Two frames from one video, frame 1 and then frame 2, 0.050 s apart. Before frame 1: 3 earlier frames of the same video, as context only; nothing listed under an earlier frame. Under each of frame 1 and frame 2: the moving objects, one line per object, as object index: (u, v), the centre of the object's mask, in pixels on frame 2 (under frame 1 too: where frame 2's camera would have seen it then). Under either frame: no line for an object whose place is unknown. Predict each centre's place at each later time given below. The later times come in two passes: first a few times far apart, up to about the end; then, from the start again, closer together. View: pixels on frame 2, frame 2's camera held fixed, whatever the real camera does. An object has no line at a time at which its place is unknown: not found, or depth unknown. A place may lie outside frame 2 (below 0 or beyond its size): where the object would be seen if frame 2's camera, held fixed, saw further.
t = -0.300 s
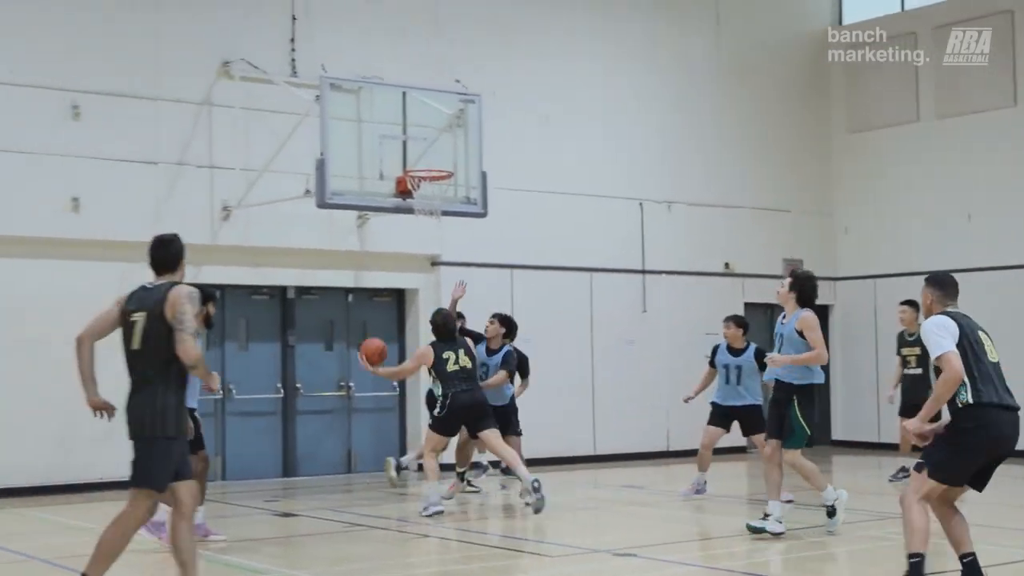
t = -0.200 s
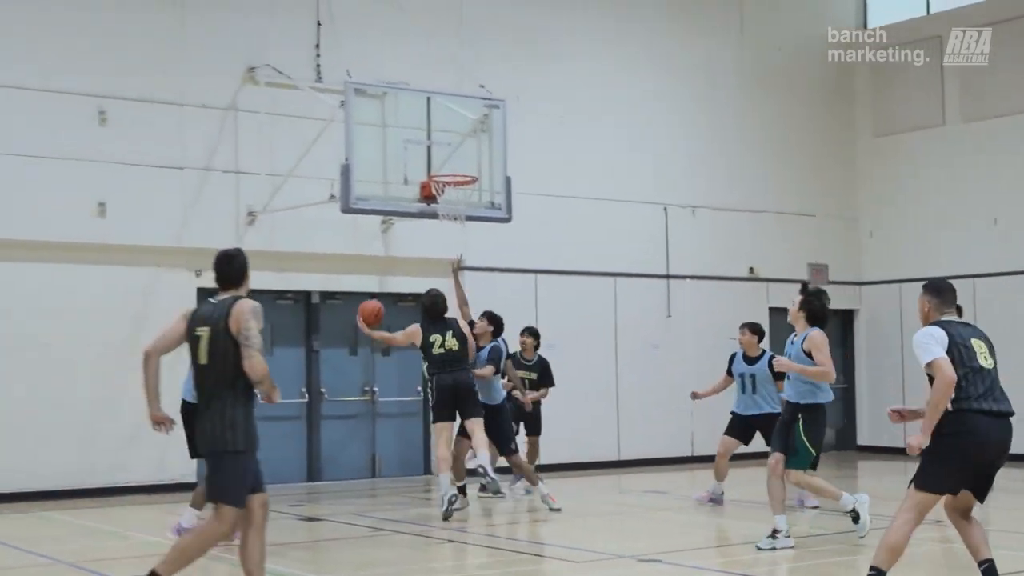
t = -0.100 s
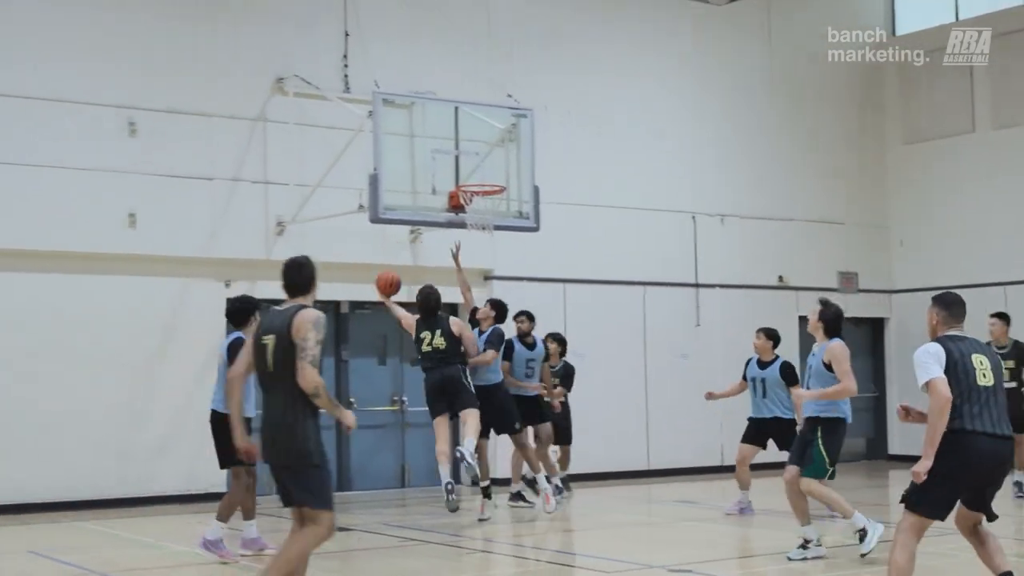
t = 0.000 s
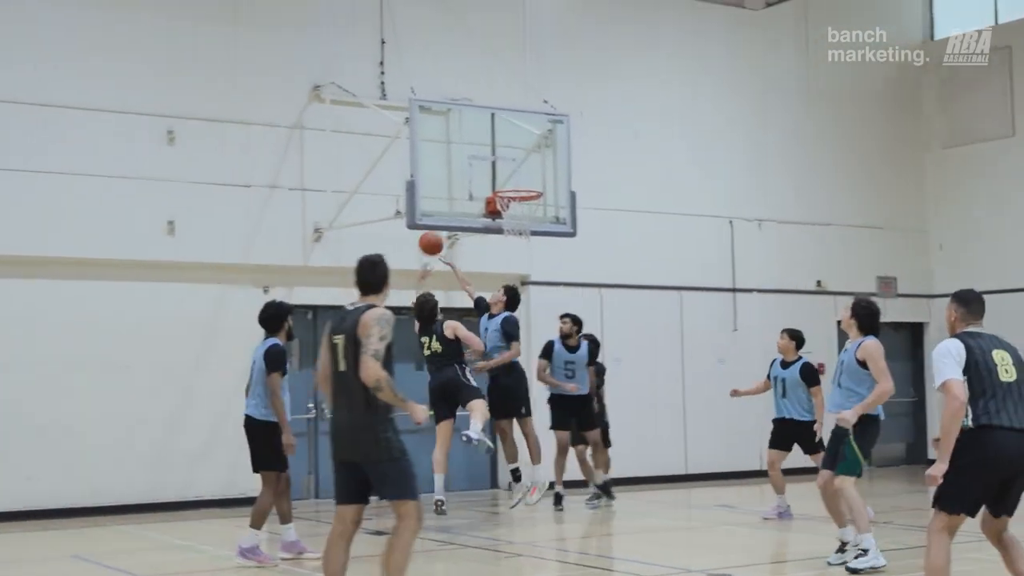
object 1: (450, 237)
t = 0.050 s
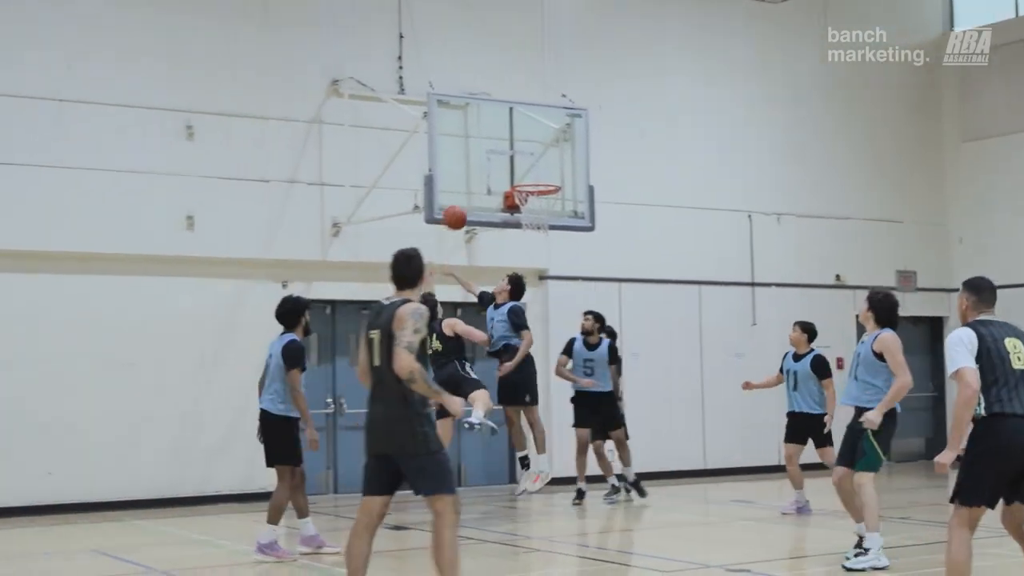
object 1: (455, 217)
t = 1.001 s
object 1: (544, 176)
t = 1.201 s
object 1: (537, 191)
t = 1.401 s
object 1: (529, 210)
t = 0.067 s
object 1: (456, 212)
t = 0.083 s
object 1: (458, 205)
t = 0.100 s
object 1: (459, 200)
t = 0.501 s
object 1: (503, 154)
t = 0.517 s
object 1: (505, 156)
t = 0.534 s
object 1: (507, 158)
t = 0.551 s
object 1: (508, 160)
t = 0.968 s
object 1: (541, 173)
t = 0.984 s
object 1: (542, 175)
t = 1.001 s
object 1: (544, 176)
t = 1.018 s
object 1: (545, 178)
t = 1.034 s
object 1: (544, 178)
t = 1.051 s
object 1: (543, 178)
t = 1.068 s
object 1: (543, 178)
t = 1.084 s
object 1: (542, 178)
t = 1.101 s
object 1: (541, 178)
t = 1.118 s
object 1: (541, 178)
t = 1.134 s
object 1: (540, 179)
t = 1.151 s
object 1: (539, 185)
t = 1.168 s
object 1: (539, 187)
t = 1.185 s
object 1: (538, 189)
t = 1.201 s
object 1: (537, 191)
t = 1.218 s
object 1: (537, 194)
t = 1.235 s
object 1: (536, 197)
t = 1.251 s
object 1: (535, 199)
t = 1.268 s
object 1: (534, 201)
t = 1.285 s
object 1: (533, 202)
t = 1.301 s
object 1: (532, 204)
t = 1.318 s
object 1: (531, 204)
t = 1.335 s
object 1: (530, 205)
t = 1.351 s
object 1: (530, 207)
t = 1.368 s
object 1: (530, 208)
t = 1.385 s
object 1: (530, 209)
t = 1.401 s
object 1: (529, 210)
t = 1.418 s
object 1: (529, 212)
